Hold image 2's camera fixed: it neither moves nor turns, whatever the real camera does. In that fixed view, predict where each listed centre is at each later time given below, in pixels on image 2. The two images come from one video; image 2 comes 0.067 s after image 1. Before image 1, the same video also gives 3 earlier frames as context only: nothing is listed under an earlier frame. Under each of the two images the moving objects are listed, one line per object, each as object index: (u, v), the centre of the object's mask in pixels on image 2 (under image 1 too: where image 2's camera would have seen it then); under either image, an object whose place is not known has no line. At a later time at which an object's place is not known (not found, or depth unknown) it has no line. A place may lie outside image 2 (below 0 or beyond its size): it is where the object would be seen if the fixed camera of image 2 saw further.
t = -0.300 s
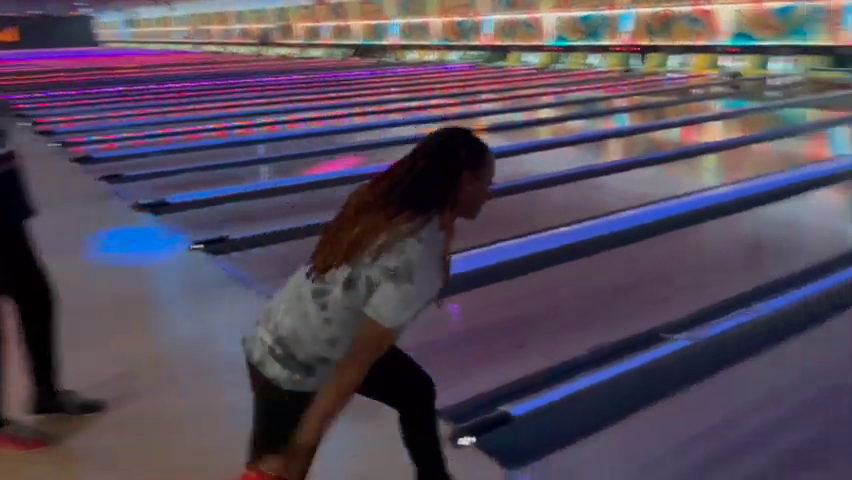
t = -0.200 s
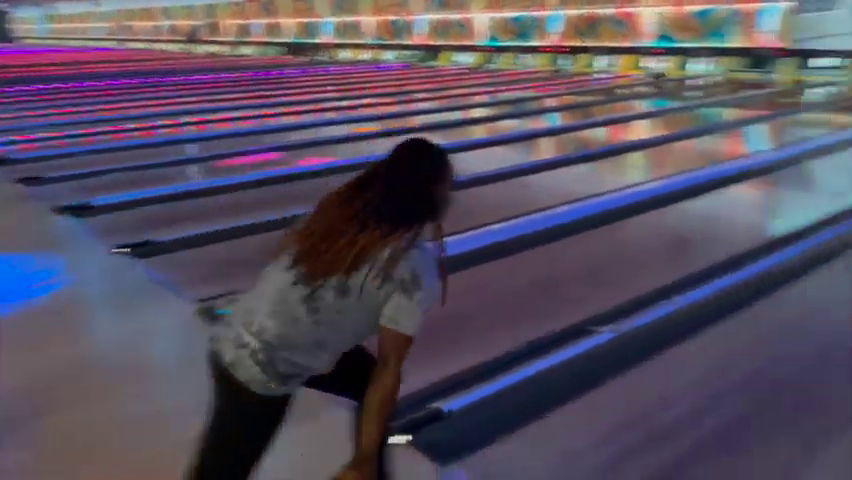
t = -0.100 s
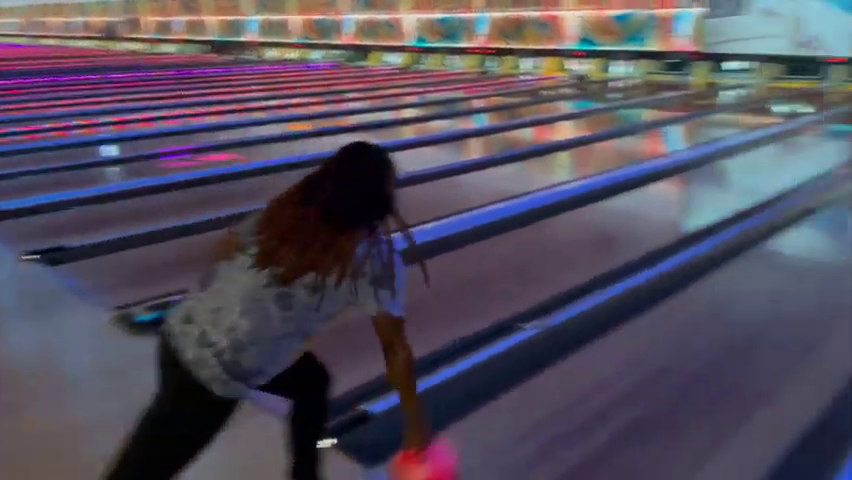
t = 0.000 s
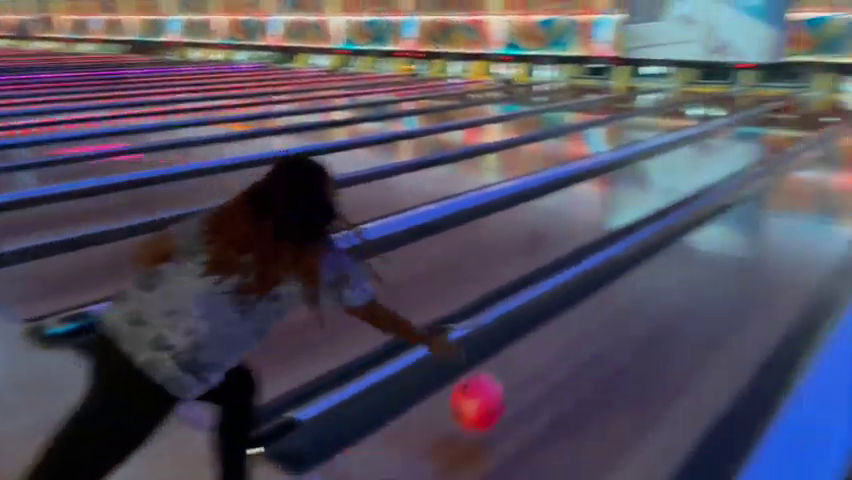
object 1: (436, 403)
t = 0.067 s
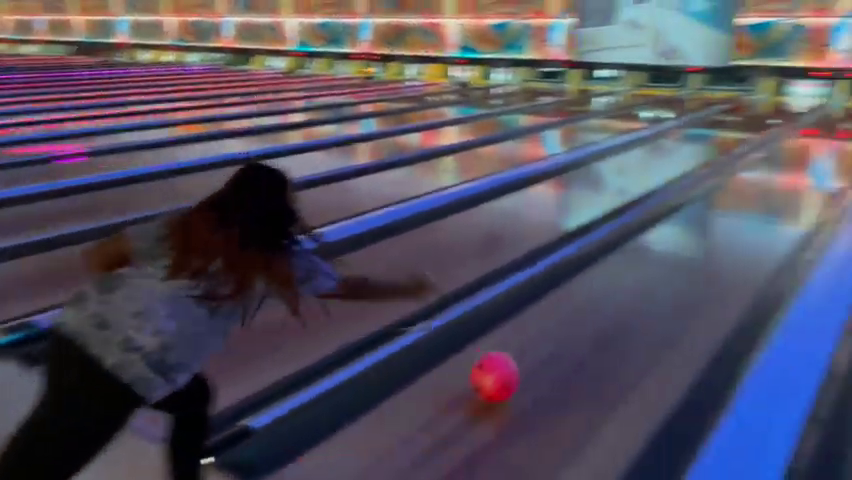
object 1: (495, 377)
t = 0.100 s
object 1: (520, 367)
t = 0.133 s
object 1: (543, 351)
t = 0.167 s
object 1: (565, 336)
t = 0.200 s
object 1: (584, 323)
